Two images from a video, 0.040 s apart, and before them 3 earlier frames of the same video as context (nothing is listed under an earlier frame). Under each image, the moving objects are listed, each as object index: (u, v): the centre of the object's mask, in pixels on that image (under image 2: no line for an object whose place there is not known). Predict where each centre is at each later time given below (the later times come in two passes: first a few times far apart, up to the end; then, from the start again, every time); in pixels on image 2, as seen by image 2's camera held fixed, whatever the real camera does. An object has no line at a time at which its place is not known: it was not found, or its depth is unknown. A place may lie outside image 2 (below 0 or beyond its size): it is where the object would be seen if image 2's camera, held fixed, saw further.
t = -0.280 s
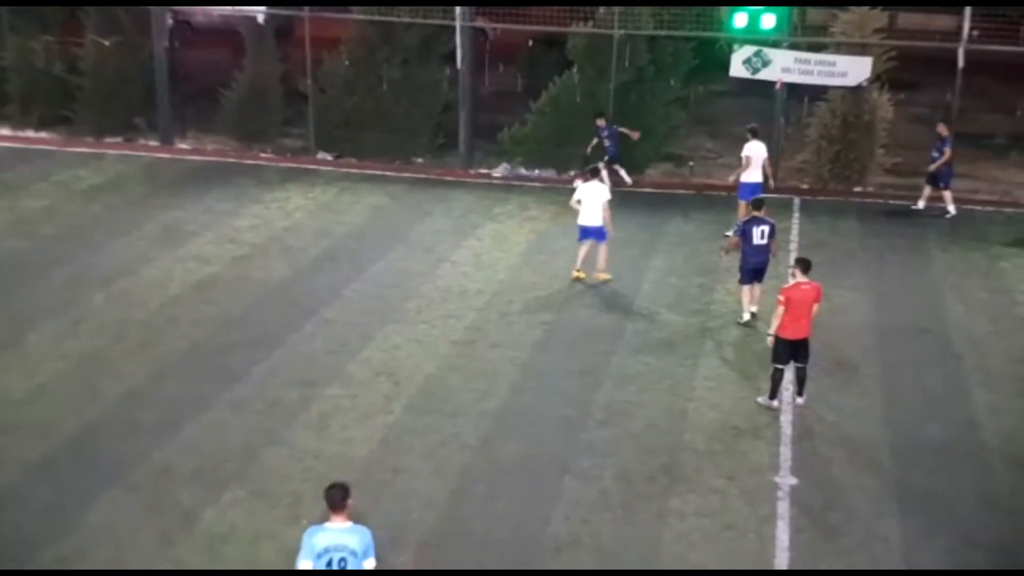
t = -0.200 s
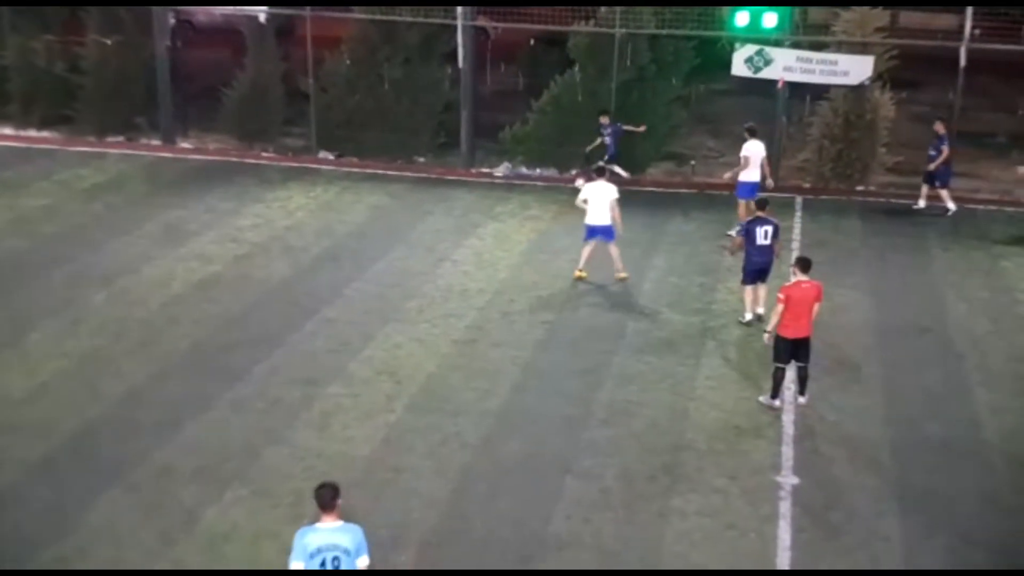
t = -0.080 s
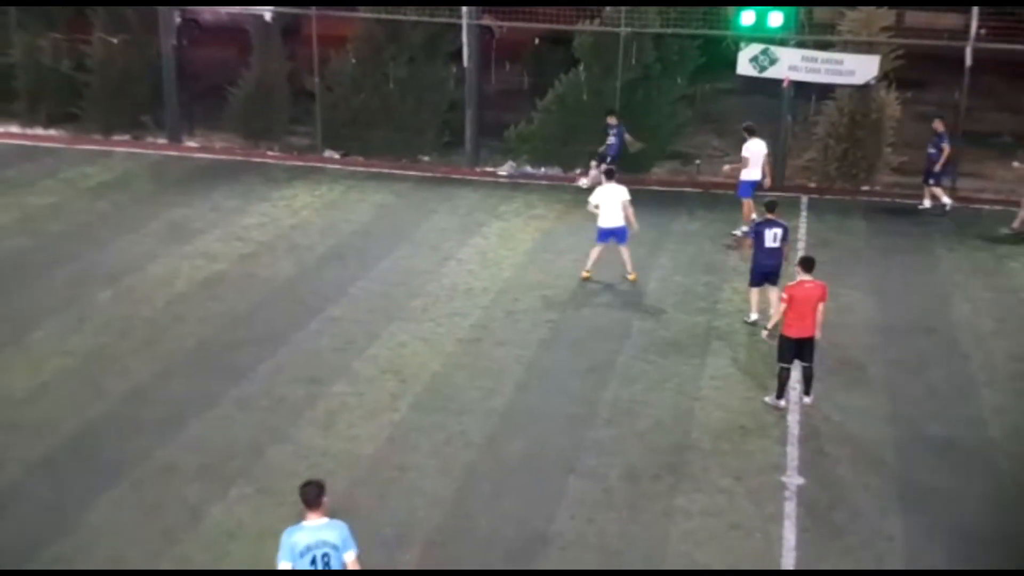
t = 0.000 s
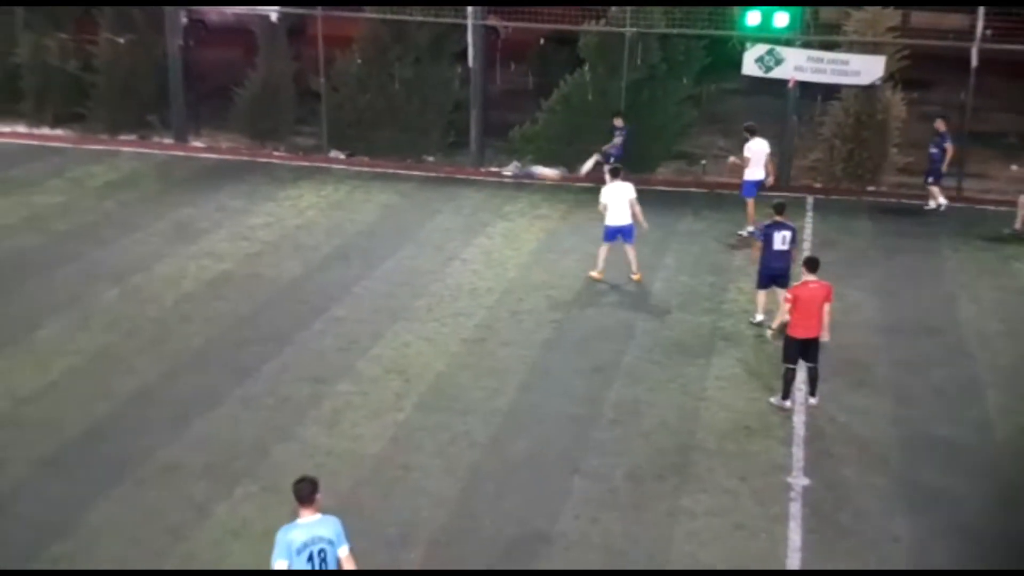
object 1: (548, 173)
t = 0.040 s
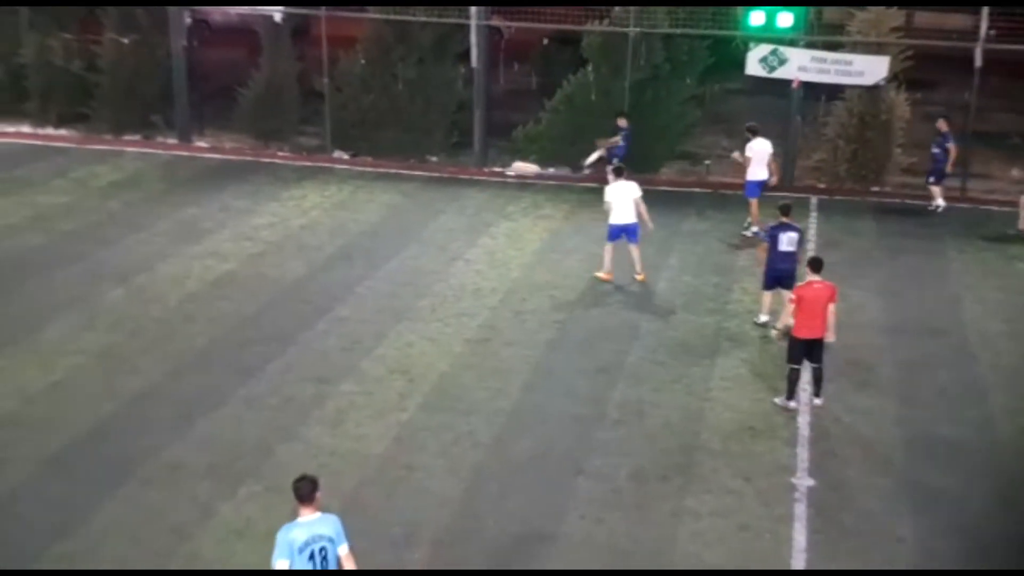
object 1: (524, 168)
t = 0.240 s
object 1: (392, 156)
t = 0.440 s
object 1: (240, 166)
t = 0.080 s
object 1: (500, 165)
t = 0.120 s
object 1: (473, 161)
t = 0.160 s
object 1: (446, 159)
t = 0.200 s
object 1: (420, 157)
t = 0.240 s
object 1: (392, 156)
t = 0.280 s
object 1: (364, 156)
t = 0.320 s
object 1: (334, 157)
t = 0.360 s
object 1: (304, 158)
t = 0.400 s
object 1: (272, 162)
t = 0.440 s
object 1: (240, 166)
